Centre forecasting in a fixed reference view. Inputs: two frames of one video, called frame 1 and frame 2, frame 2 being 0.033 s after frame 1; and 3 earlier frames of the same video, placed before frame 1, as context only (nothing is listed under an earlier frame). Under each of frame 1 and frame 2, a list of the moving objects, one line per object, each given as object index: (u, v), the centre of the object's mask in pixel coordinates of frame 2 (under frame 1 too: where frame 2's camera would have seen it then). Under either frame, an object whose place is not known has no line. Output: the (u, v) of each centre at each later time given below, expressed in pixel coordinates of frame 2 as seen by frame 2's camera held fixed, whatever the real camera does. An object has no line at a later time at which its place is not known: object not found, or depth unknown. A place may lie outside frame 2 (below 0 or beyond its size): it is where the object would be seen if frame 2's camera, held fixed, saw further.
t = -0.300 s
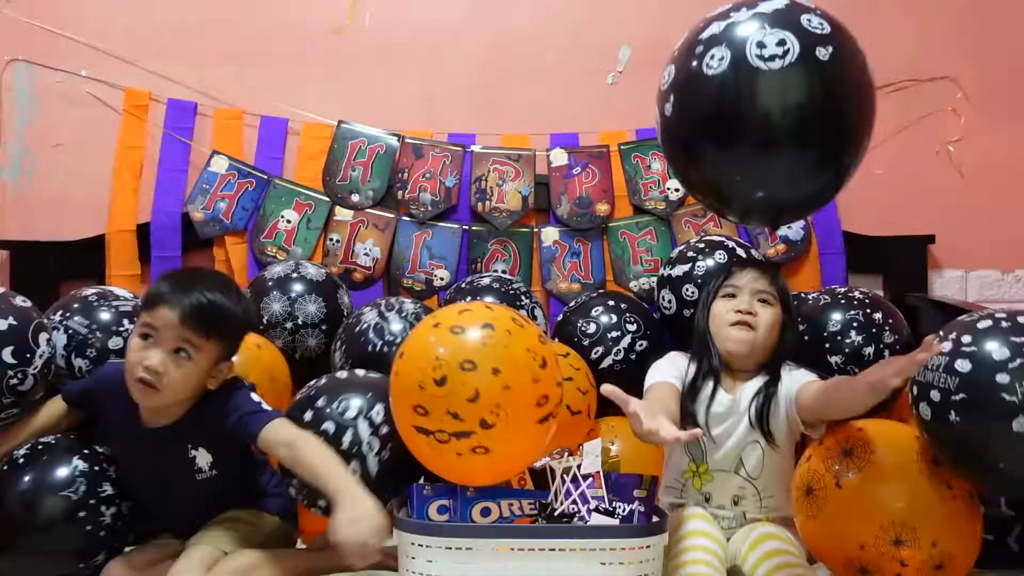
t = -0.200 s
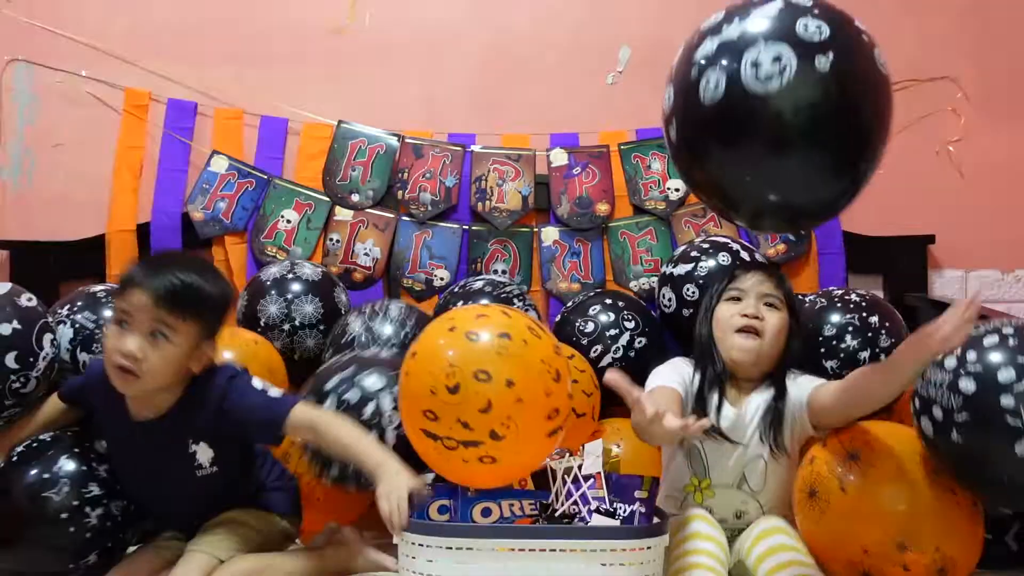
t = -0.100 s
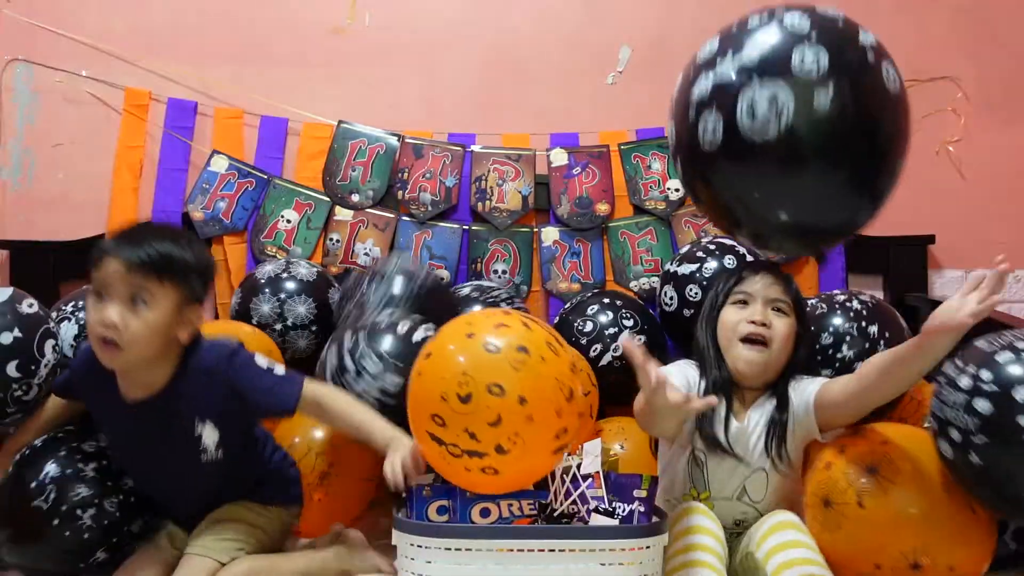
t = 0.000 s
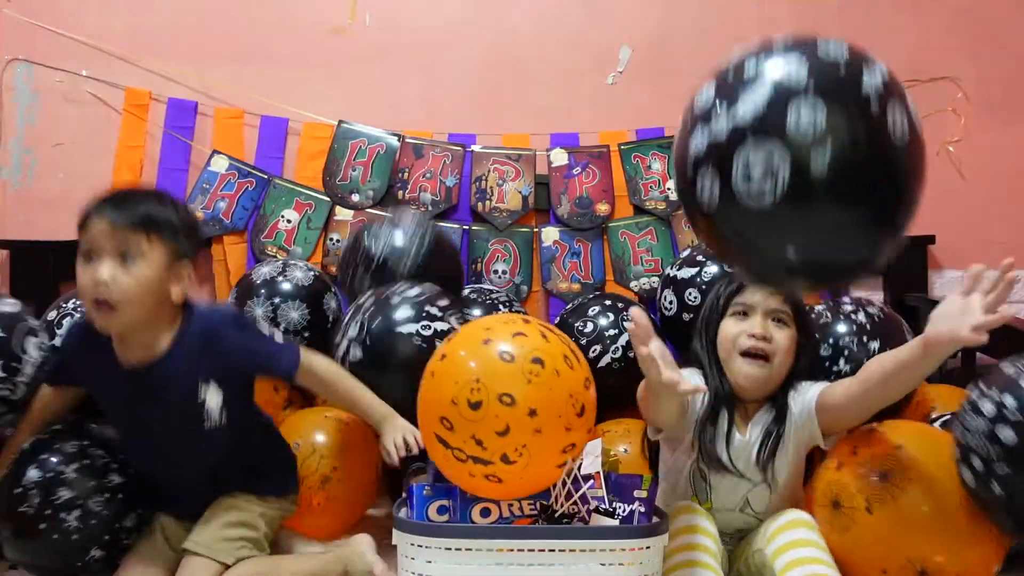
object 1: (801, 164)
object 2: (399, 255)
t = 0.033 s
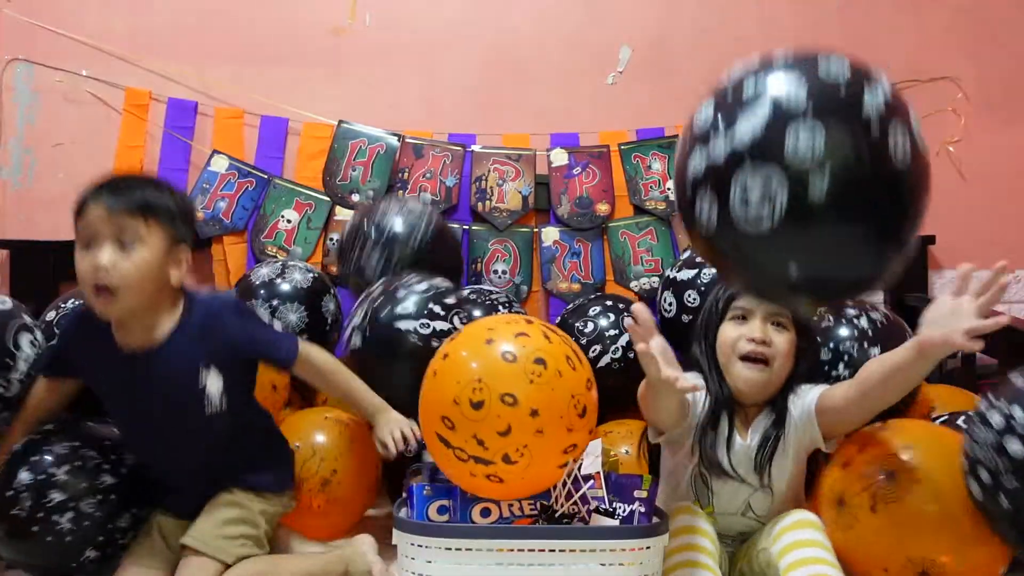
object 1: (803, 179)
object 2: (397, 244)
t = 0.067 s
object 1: (806, 198)
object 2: (395, 233)
